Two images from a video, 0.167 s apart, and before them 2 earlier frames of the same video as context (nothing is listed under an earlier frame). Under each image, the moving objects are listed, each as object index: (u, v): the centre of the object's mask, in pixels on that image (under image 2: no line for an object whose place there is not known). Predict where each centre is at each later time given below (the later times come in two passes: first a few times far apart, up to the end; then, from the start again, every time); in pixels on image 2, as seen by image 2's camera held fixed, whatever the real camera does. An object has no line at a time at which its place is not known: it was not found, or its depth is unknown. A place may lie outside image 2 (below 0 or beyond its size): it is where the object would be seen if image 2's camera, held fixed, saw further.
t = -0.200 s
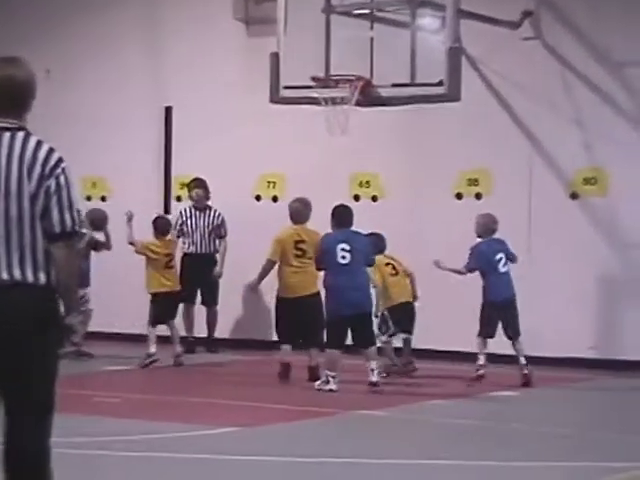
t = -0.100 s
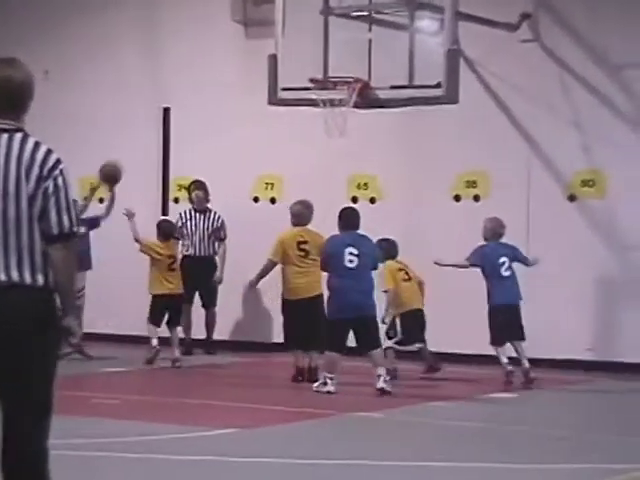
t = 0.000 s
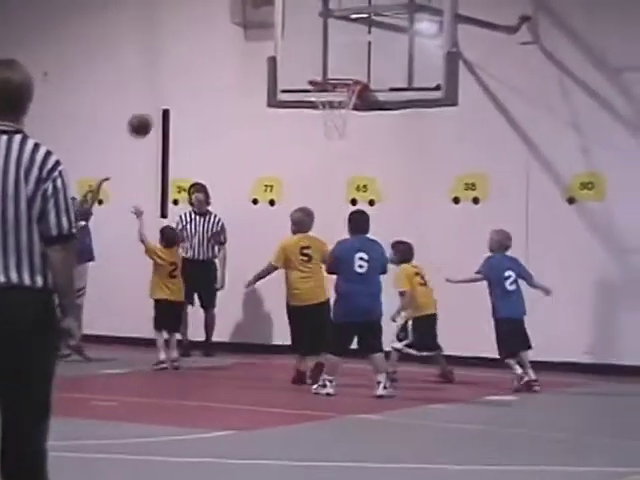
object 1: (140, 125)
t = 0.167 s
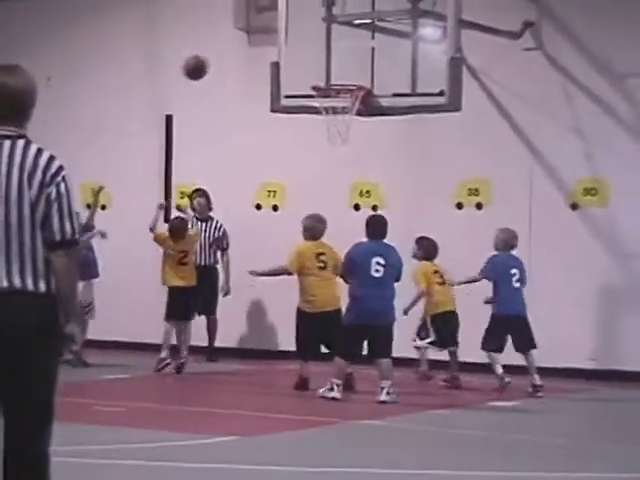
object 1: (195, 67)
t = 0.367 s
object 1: (259, 34)
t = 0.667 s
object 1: (353, 59)
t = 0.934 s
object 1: (428, 78)
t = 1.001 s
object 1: (443, 90)
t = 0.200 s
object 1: (205, 58)
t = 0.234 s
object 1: (216, 51)
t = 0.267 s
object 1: (226, 45)
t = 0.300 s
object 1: (237, 39)
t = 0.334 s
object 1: (247, 37)
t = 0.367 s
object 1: (259, 34)
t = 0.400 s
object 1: (269, 31)
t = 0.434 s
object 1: (280, 29)
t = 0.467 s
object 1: (291, 30)
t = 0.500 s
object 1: (300, 31)
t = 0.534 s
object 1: (310, 34)
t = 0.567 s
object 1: (321, 38)
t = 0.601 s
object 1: (331, 44)
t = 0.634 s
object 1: (342, 50)
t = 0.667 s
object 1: (353, 59)
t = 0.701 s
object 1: (364, 68)
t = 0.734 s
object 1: (374, 73)
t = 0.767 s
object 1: (383, 71)
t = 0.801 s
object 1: (392, 70)
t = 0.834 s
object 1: (401, 70)
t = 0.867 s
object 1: (410, 72)
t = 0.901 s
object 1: (419, 74)
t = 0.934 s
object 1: (428, 78)
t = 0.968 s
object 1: (437, 83)
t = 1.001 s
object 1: (443, 90)
